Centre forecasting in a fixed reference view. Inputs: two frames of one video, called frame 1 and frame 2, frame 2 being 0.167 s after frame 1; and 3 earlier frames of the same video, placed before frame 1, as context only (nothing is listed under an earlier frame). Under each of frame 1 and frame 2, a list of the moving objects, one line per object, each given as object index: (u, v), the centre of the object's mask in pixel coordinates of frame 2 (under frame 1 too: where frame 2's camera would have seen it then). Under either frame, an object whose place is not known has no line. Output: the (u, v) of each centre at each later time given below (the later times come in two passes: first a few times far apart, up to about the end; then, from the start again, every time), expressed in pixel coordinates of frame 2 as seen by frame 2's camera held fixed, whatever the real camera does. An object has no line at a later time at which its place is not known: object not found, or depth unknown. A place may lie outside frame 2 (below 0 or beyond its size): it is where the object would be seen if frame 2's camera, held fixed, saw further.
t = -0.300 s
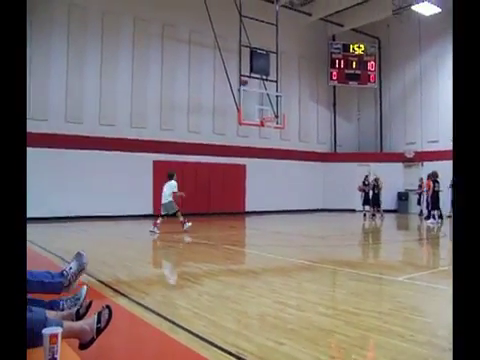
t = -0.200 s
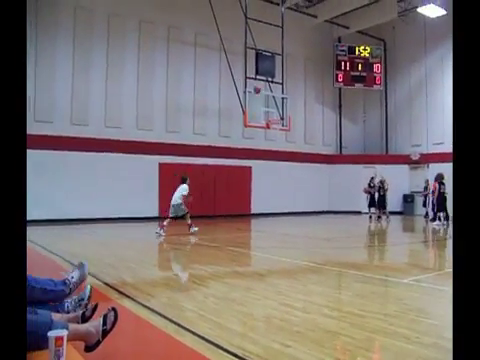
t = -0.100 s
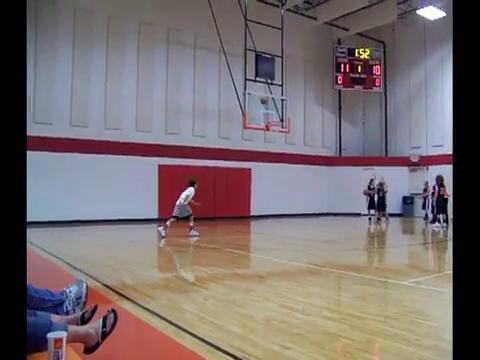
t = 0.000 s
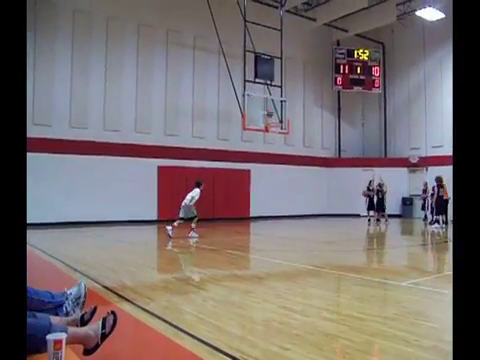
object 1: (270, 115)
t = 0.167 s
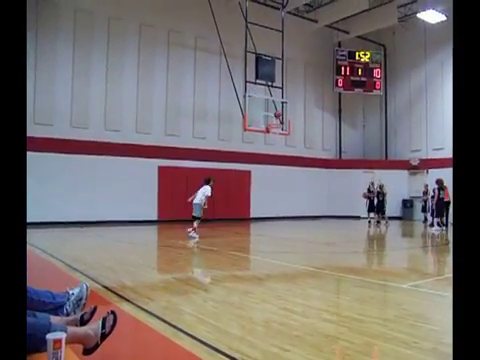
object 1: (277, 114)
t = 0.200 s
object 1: (278, 114)
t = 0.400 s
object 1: (285, 116)
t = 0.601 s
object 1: (292, 134)
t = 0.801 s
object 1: (298, 169)
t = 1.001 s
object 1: (304, 222)
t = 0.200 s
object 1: (278, 114)
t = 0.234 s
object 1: (279, 114)
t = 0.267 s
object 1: (280, 112)
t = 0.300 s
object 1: (280, 112)
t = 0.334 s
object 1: (282, 113)
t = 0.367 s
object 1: (284, 115)
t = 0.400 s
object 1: (285, 116)
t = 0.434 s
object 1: (286, 118)
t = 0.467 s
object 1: (287, 120)
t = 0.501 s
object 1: (288, 123)
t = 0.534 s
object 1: (289, 126)
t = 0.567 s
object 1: (291, 130)
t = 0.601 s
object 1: (292, 134)
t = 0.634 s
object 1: (292, 139)
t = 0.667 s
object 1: (293, 144)
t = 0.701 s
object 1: (294, 150)
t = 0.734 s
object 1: (295, 154)
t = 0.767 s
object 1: (296, 160)
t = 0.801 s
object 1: (298, 169)
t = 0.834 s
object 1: (299, 177)
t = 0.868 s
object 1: (300, 185)
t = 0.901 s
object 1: (301, 194)
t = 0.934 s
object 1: (303, 202)
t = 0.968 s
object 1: (303, 212)
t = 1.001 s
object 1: (304, 222)
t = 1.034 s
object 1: (306, 233)
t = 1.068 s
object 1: (306, 226)
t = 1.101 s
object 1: (308, 218)
